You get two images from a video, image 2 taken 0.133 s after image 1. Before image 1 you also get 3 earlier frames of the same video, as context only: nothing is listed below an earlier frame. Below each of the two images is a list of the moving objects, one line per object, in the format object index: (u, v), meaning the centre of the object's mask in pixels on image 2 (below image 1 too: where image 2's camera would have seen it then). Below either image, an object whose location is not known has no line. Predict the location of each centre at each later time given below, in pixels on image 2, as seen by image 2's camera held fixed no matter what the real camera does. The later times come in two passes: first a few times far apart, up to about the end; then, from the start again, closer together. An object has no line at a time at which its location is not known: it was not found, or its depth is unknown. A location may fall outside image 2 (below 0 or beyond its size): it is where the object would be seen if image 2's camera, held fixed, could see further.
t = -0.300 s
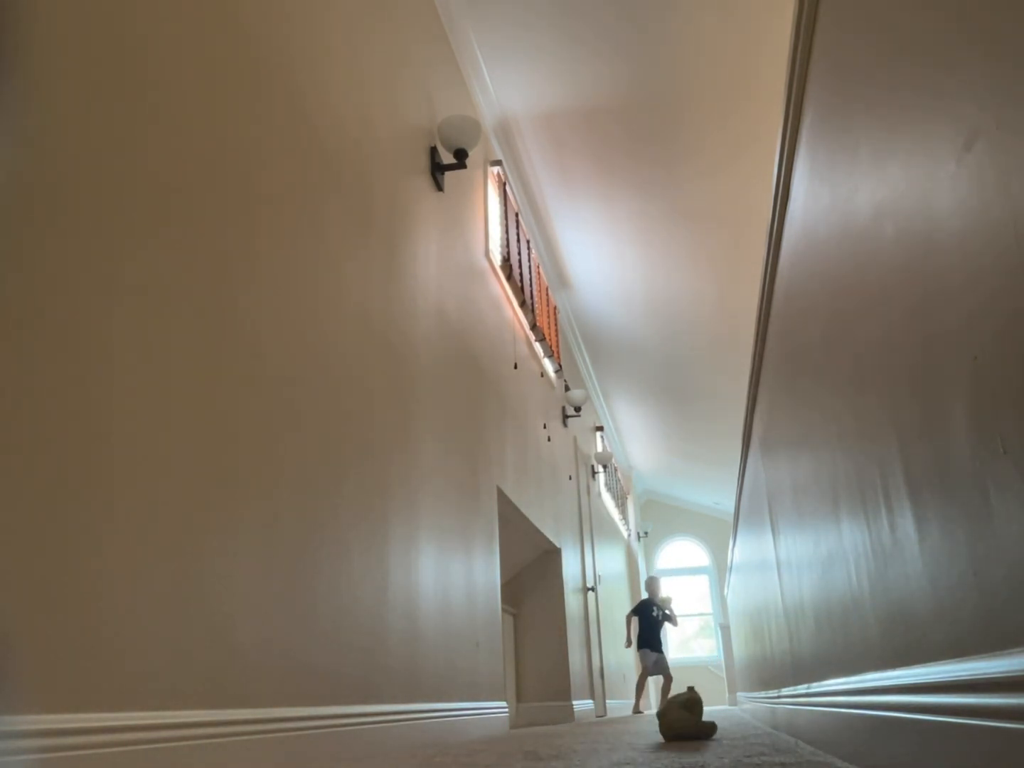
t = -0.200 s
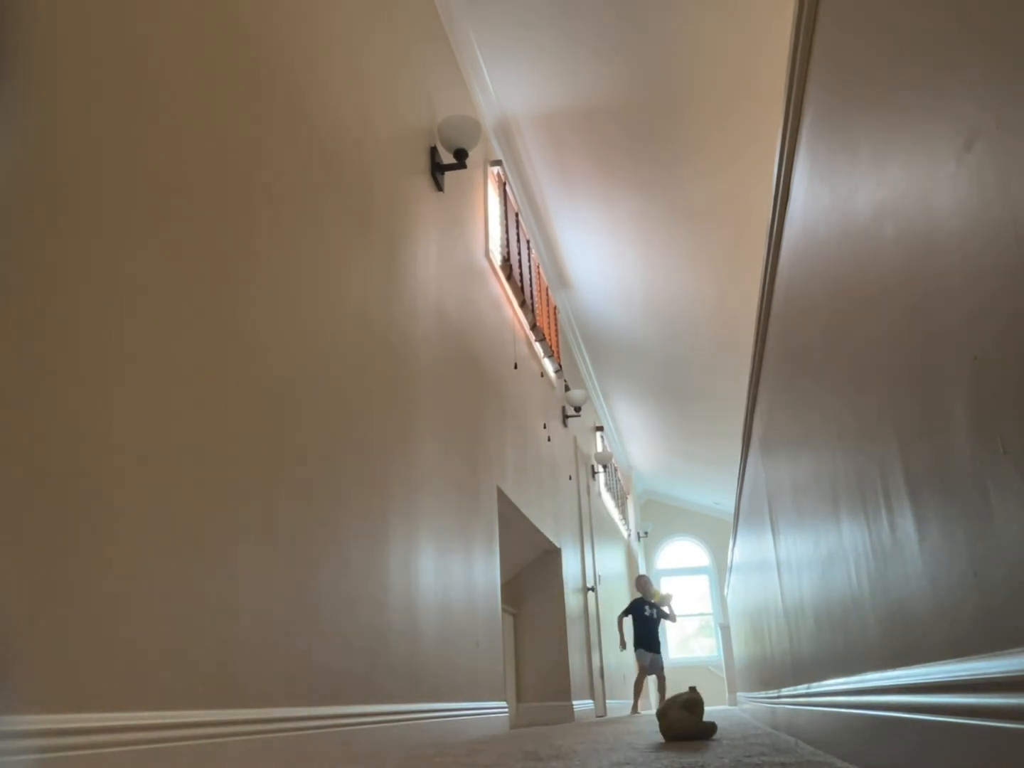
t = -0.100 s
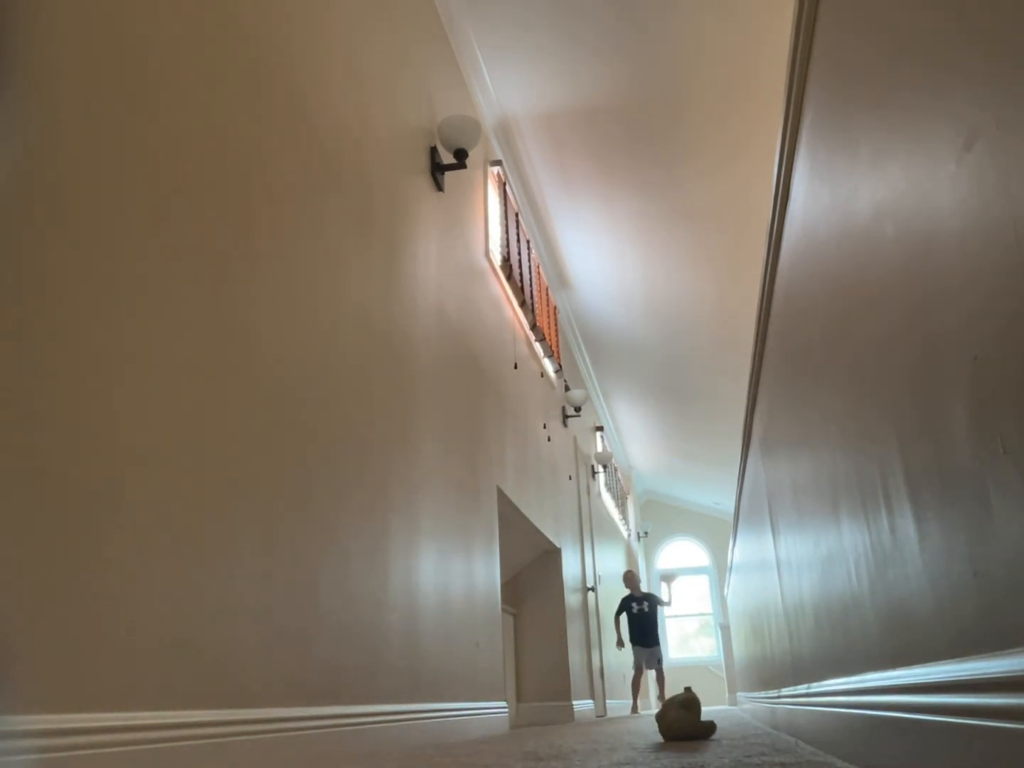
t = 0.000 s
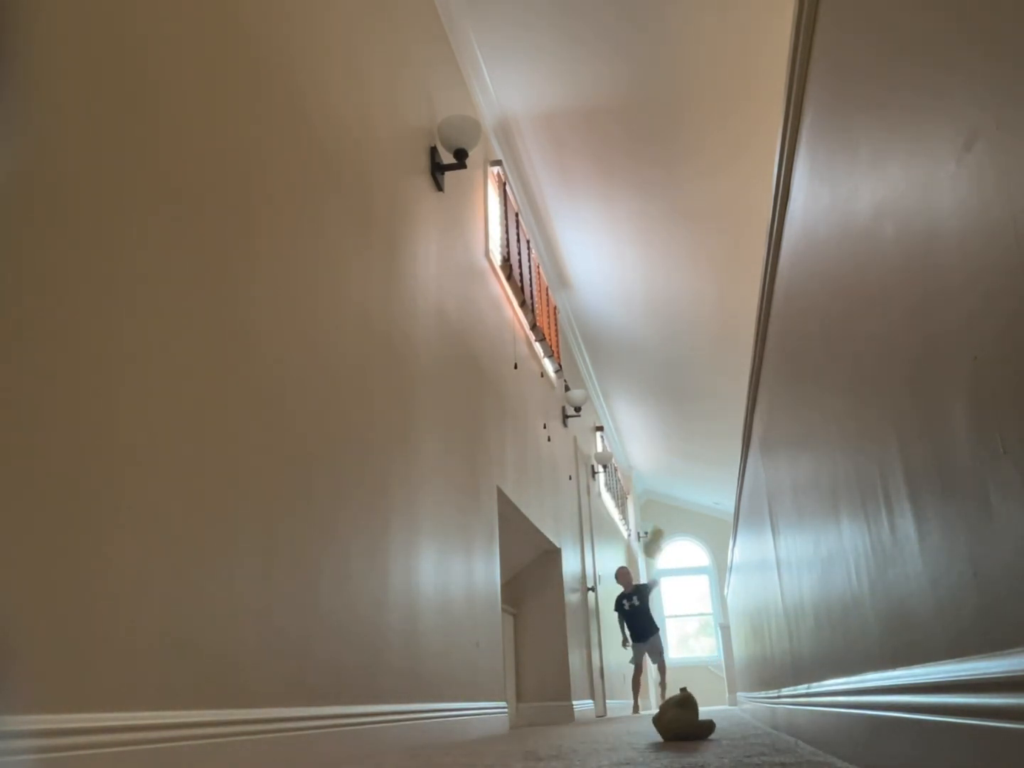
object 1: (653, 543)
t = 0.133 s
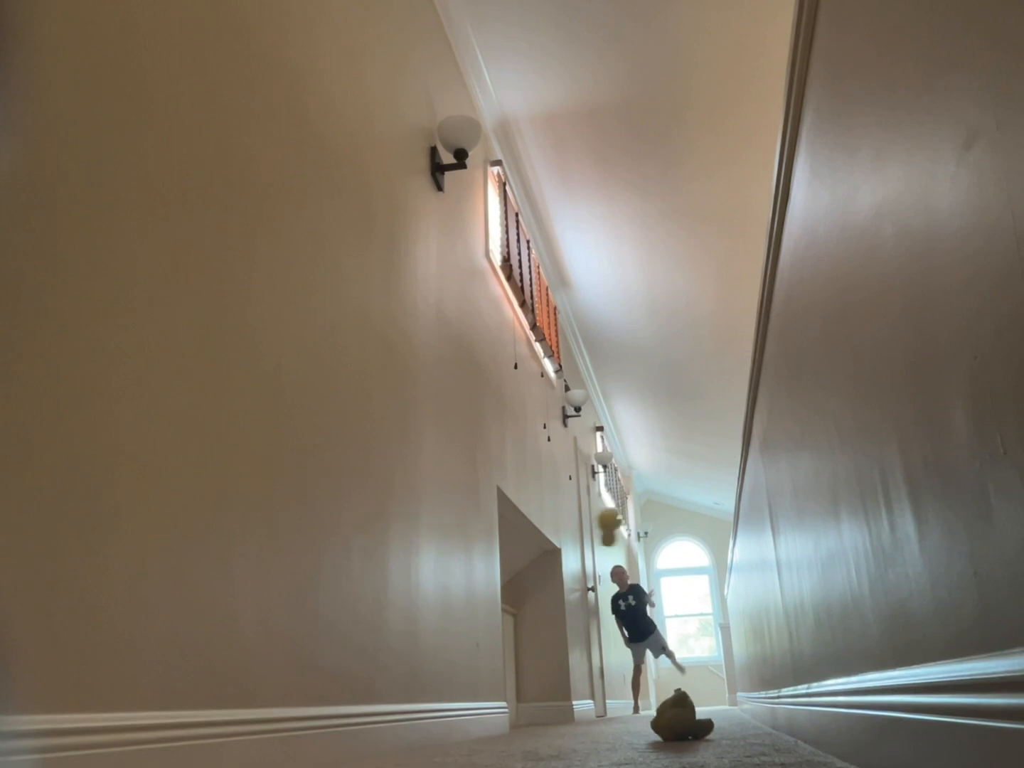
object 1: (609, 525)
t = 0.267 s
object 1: (551, 537)
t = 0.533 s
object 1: (511, 590)
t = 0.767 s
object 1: (527, 674)
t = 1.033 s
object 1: (547, 690)
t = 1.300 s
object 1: (559, 709)
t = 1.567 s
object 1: (560, 711)
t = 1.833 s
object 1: (564, 710)
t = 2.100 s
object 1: (562, 711)
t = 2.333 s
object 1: (562, 711)
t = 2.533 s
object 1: (562, 711)
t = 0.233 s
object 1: (569, 530)
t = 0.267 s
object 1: (551, 537)
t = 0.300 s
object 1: (533, 547)
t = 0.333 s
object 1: (515, 562)
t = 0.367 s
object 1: (505, 576)
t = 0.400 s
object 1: (504, 579)
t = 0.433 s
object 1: (506, 573)
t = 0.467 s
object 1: (507, 577)
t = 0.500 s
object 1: (509, 582)
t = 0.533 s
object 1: (511, 590)
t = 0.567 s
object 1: (512, 596)
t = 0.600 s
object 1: (513, 603)
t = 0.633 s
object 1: (515, 613)
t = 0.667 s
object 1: (518, 627)
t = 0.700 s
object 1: (521, 641)
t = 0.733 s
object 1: (524, 658)
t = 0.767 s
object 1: (527, 674)
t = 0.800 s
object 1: (531, 694)
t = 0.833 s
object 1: (533, 713)
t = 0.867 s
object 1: (535, 714)
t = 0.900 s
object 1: (538, 705)
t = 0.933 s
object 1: (540, 699)
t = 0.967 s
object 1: (541, 693)
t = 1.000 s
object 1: (545, 691)
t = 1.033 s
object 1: (547, 690)
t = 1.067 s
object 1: (549, 689)
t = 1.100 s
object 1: (551, 692)
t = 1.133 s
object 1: (552, 698)
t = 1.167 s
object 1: (555, 705)
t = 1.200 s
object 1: (557, 710)
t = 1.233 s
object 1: (557, 712)
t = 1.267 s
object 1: (558, 710)
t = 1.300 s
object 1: (559, 709)
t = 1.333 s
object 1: (560, 708)
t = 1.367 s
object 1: (561, 707)
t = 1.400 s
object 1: (561, 708)
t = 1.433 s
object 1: (562, 708)
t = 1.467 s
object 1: (562, 709)
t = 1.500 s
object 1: (561, 710)
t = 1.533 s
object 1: (561, 711)
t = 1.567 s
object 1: (560, 711)
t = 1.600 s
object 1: (559, 711)
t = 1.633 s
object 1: (560, 710)
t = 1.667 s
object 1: (560, 709)
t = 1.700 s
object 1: (561, 710)
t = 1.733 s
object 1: (562, 710)
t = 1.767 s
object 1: (563, 710)
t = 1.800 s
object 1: (563, 710)
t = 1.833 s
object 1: (564, 710)
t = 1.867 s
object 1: (564, 710)
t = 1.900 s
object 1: (564, 710)
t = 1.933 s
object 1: (563, 710)
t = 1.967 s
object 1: (562, 710)
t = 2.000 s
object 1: (562, 710)
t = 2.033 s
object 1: (562, 711)
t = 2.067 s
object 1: (562, 711)
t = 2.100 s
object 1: (562, 711)
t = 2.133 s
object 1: (562, 711)
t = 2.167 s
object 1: (562, 711)
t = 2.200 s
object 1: (562, 711)
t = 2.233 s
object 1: (562, 711)
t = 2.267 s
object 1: (562, 711)
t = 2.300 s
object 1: (562, 711)
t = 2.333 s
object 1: (562, 711)
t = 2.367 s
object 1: (562, 711)
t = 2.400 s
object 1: (562, 711)
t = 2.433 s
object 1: (562, 711)
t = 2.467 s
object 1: (562, 711)
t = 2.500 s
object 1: (562, 711)
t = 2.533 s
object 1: (562, 711)
